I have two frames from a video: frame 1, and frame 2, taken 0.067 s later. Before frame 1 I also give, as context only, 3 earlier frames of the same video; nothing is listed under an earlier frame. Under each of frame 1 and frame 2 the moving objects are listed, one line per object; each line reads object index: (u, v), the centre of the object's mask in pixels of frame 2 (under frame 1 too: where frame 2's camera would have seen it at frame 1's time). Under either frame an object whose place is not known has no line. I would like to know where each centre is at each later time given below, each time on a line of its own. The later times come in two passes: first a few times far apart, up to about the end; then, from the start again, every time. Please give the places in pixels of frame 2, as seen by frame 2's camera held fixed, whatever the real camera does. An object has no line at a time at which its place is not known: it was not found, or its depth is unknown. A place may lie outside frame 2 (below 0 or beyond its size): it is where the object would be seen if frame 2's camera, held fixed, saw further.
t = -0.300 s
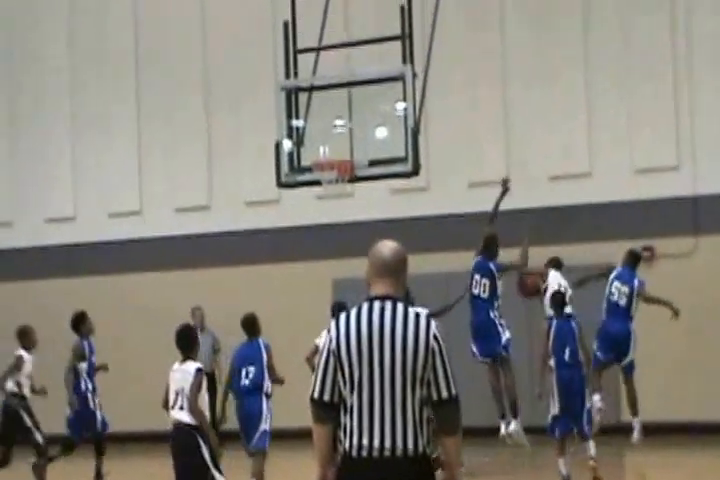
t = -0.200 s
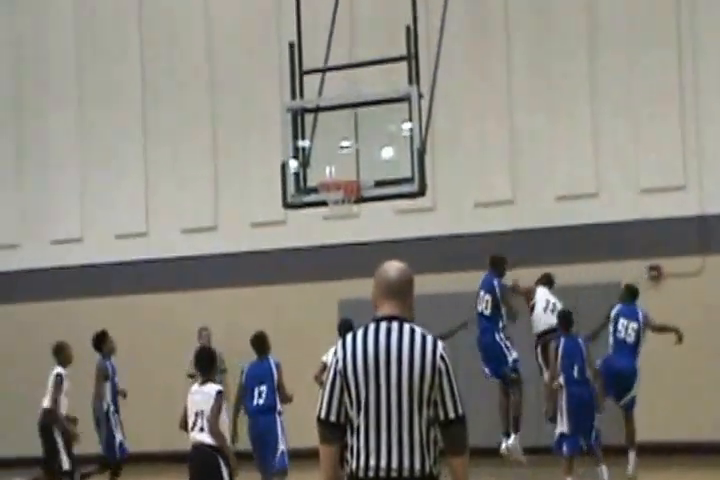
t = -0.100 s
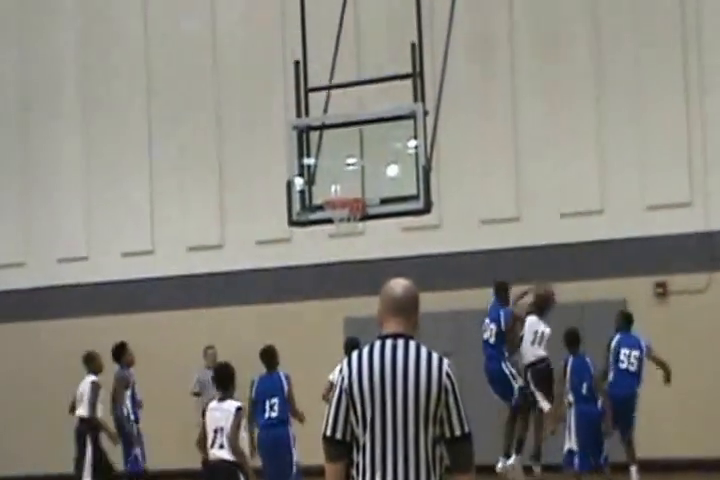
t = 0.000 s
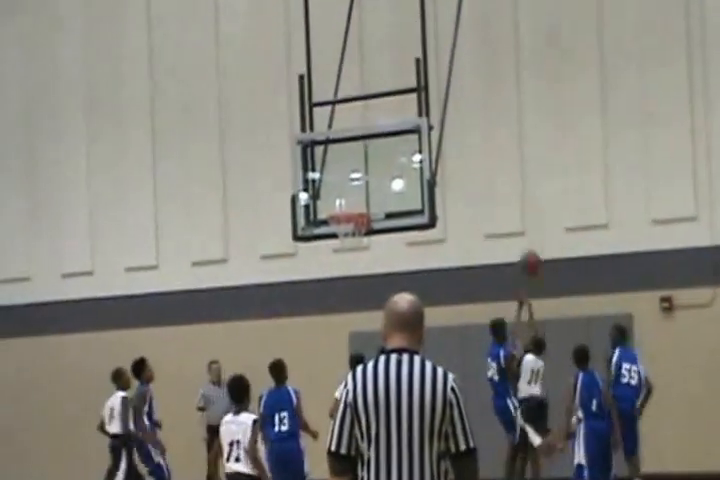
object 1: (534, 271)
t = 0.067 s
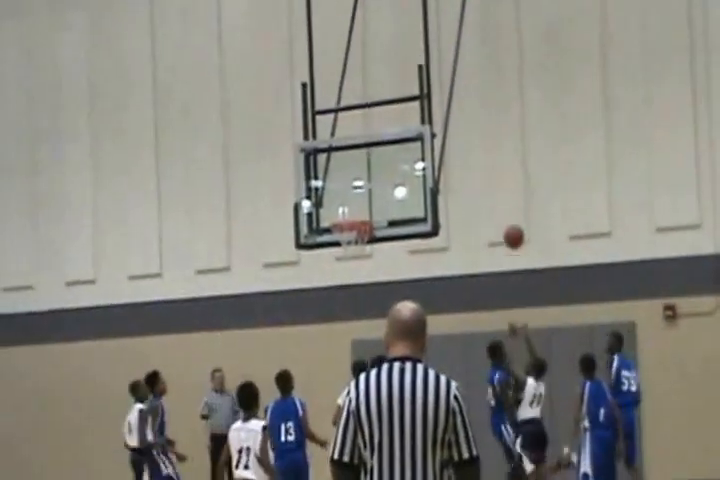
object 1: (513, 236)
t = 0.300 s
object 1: (449, 157)
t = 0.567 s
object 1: (381, 133)
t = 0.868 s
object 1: (309, 190)
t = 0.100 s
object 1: (504, 222)
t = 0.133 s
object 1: (494, 208)
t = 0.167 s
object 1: (485, 195)
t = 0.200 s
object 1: (476, 183)
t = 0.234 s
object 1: (466, 174)
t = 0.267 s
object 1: (458, 164)
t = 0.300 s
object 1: (449, 157)
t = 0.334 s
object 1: (441, 151)
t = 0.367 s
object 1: (433, 145)
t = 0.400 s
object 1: (424, 141)
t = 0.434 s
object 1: (414, 136)
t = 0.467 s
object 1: (407, 133)
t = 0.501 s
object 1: (397, 132)
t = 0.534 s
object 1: (389, 132)
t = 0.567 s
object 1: (381, 133)
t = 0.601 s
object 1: (373, 135)
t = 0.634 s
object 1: (365, 138)
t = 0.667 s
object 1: (356, 143)
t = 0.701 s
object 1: (348, 148)
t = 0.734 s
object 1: (340, 154)
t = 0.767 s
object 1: (333, 162)
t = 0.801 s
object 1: (325, 170)
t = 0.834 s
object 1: (317, 179)
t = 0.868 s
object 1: (309, 190)
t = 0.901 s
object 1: (302, 200)
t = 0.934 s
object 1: (293, 213)
